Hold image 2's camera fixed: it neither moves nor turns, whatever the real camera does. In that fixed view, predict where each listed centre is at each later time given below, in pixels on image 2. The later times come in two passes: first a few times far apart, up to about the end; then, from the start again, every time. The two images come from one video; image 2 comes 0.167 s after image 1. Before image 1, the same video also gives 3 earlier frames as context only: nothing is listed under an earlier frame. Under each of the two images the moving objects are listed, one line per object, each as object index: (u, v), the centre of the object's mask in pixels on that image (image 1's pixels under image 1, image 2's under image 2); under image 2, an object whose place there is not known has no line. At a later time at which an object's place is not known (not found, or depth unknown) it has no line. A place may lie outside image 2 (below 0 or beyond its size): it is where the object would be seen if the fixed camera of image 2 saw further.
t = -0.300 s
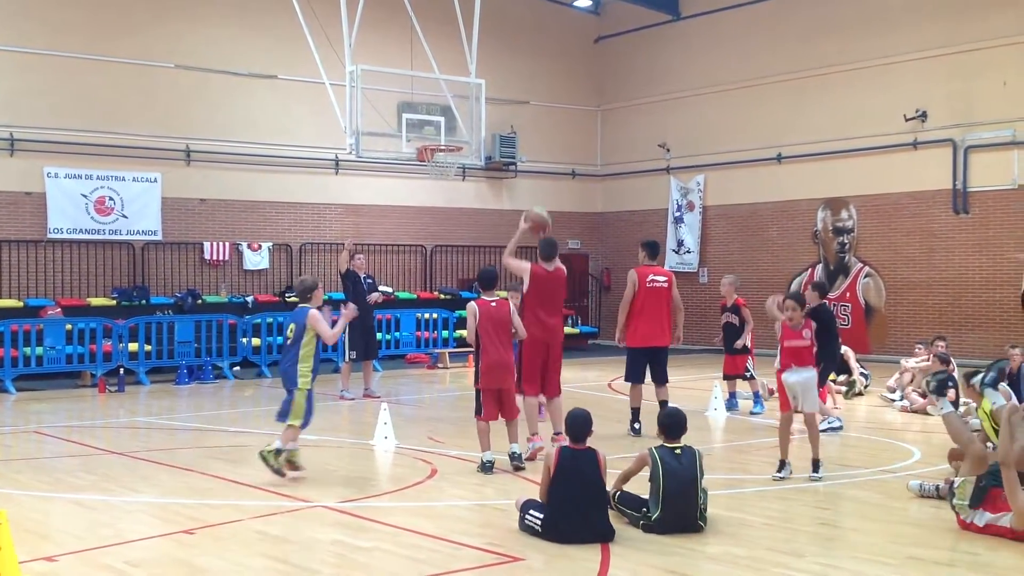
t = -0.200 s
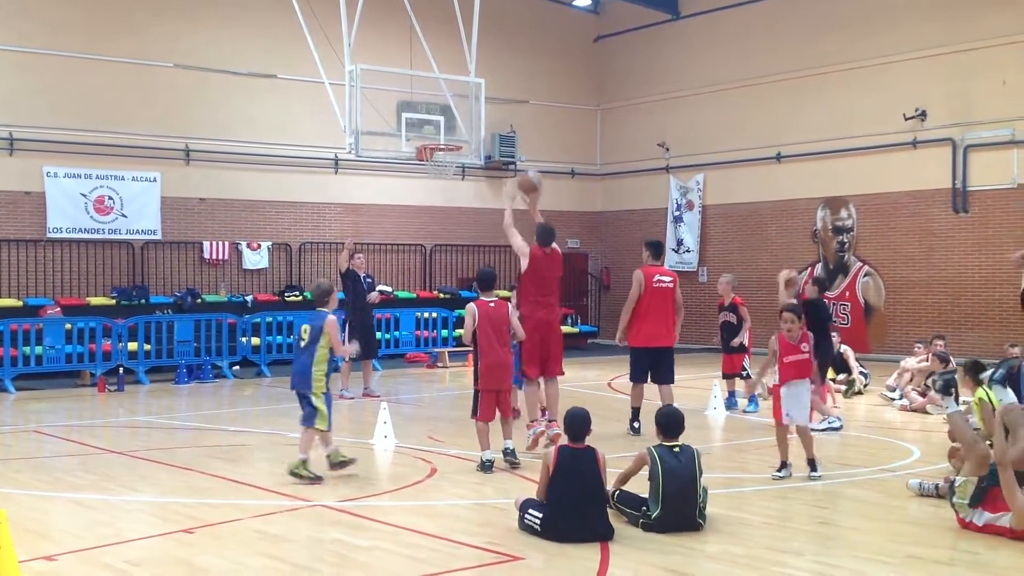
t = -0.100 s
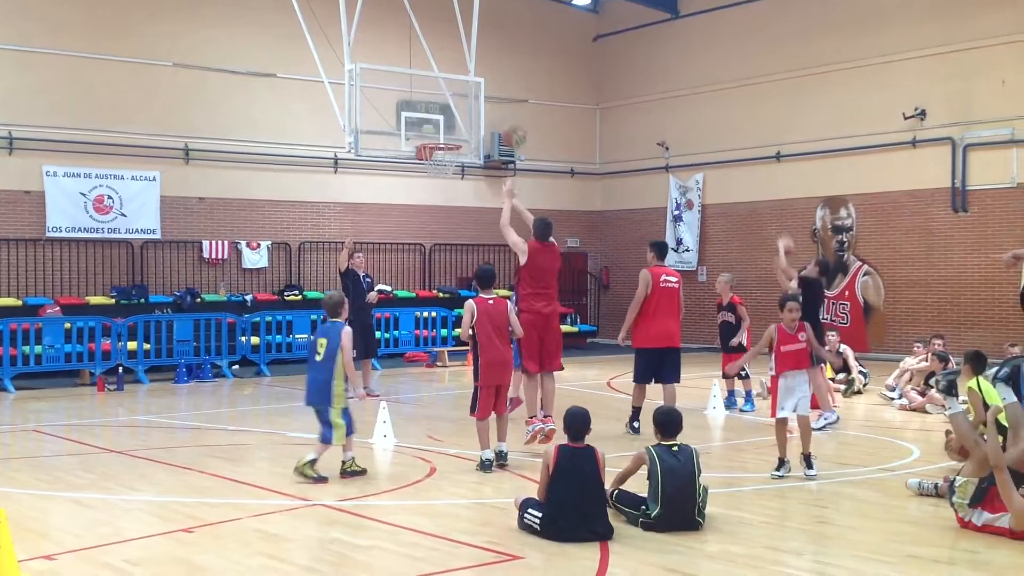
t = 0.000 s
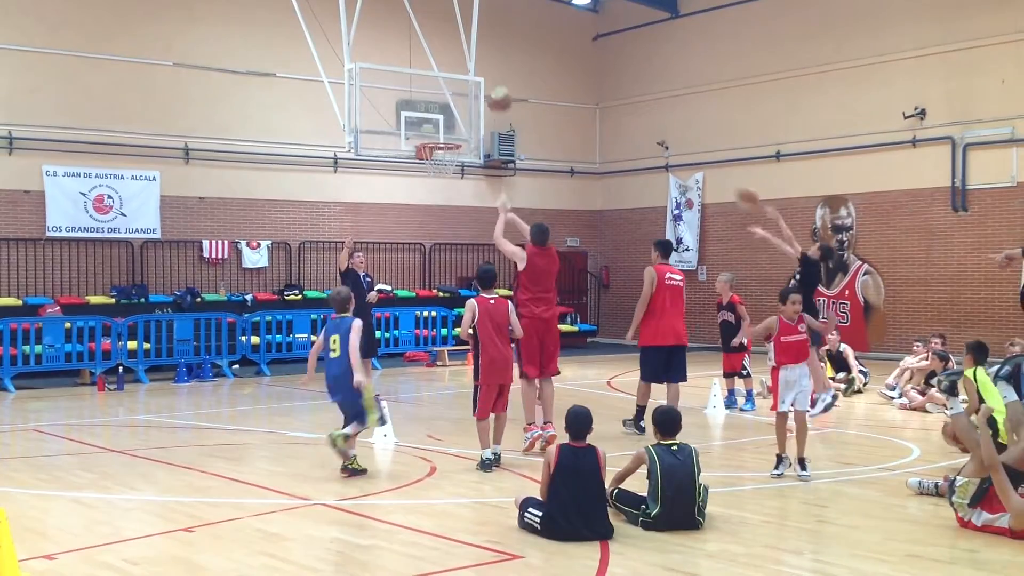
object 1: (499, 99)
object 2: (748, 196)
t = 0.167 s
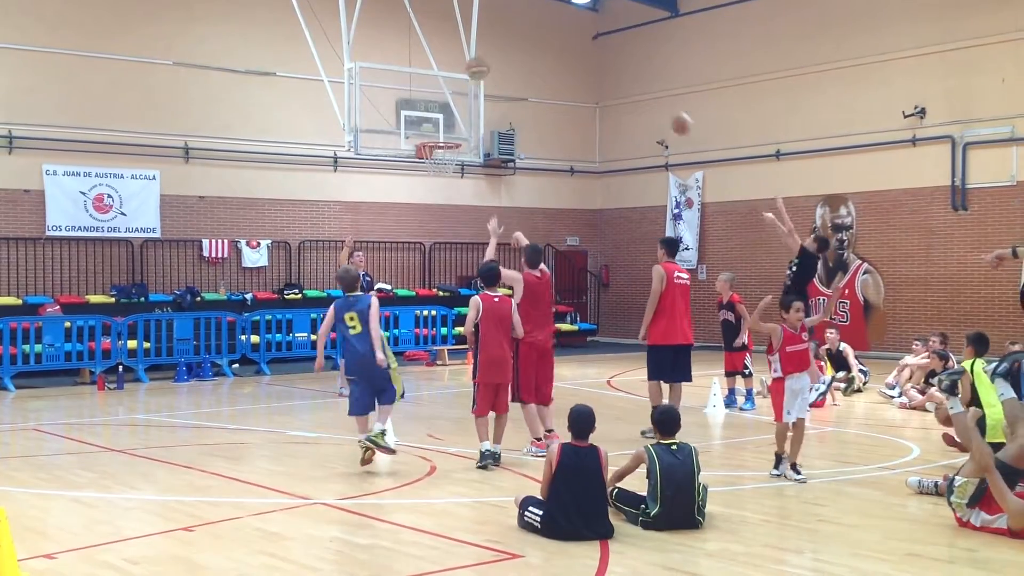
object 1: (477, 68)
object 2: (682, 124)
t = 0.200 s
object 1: (474, 65)
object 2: (668, 113)
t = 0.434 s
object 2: (582, 66)
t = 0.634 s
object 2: (510, 66)
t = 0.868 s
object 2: (432, 108)
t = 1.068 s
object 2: (400, 127)
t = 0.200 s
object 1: (474, 65)
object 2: (668, 113)
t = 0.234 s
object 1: (469, 65)
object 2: (656, 103)
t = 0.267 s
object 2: (642, 95)
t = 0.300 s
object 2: (630, 86)
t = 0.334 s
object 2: (617, 78)
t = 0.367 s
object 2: (605, 74)
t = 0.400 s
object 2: (593, 70)
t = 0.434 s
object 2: (582, 66)
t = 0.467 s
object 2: (568, 63)
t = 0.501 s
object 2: (556, 61)
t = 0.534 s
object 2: (545, 60)
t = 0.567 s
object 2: (533, 60)
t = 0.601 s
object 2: (522, 63)
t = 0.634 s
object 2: (510, 66)
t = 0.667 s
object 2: (498, 70)
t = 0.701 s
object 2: (487, 74)
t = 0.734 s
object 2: (475, 79)
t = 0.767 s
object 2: (463, 86)
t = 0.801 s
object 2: (452, 93)
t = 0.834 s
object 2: (440, 102)
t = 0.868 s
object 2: (432, 108)
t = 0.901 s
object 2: (419, 120)
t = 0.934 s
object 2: (411, 129)
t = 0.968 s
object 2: (413, 136)
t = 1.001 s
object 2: (409, 133)
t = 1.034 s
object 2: (405, 129)
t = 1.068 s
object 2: (400, 127)
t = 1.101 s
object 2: (396, 125)
